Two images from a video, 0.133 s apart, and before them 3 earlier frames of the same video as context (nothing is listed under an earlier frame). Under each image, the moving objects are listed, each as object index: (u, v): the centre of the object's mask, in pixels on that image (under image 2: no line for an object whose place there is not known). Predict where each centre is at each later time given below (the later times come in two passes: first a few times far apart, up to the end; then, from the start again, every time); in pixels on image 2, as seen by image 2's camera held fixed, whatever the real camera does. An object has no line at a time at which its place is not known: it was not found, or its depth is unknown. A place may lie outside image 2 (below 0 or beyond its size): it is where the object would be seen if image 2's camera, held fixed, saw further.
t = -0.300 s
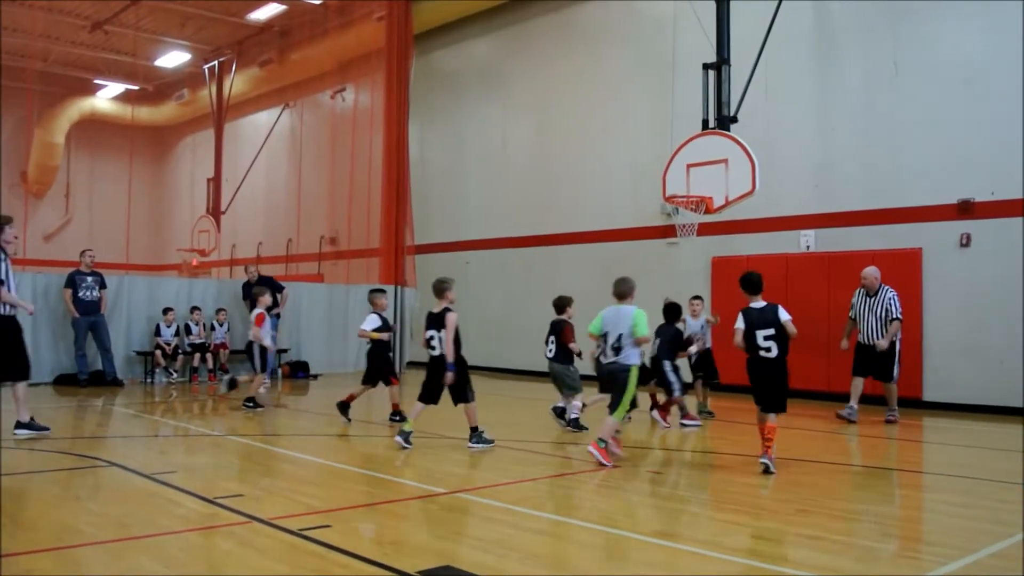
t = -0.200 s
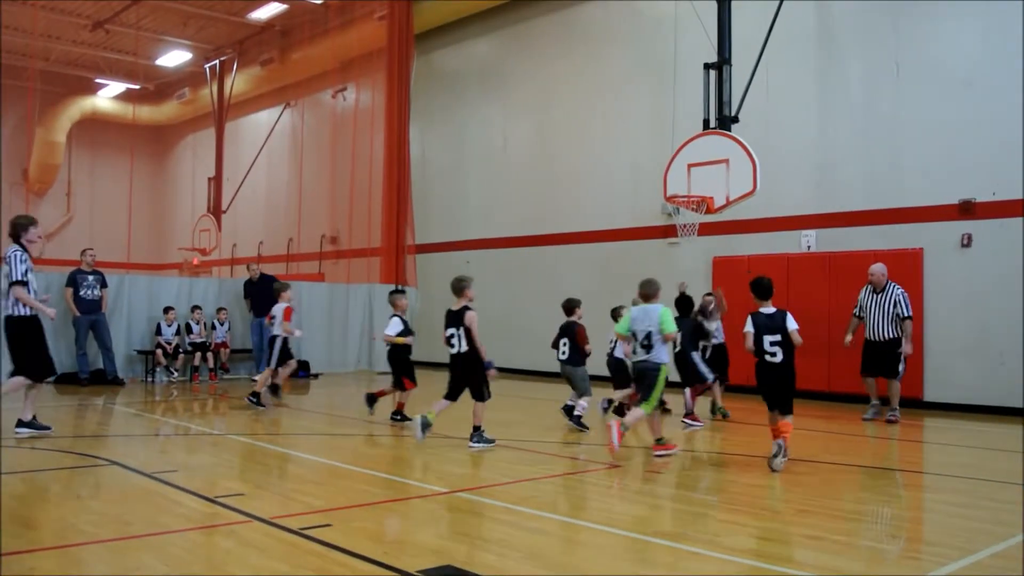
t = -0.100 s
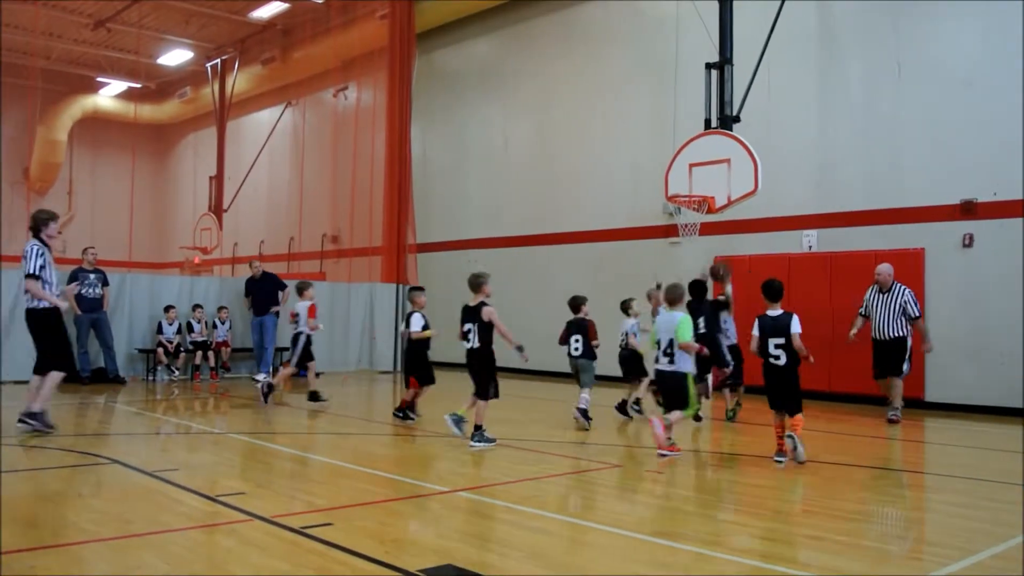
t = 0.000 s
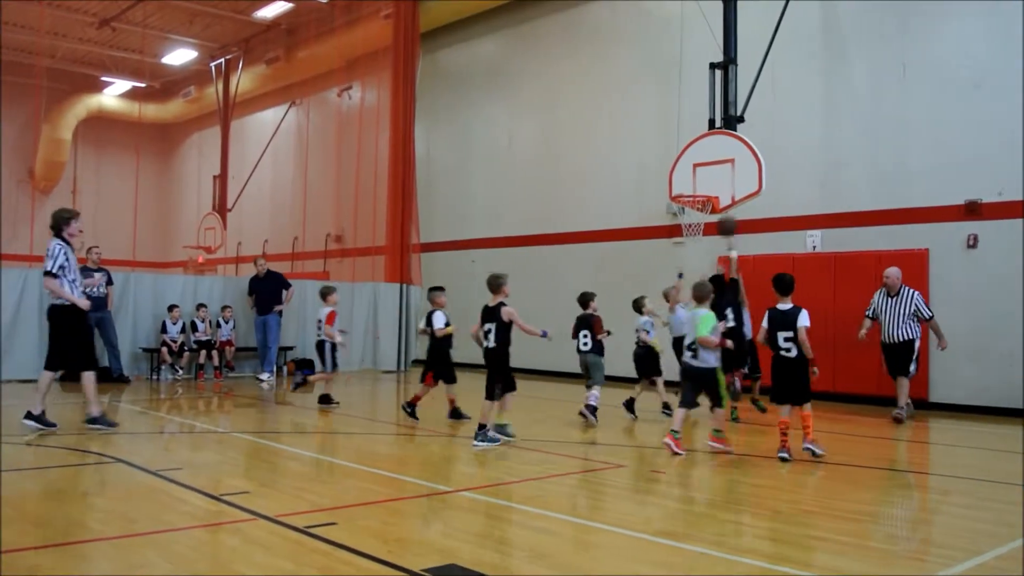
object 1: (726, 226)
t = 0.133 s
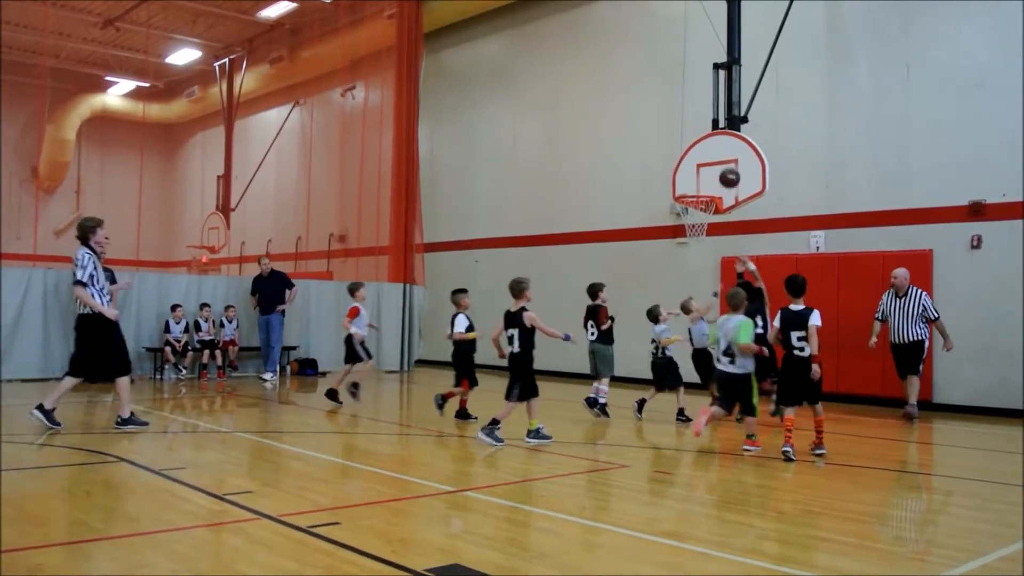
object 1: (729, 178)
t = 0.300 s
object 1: (728, 144)
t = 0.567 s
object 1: (726, 142)
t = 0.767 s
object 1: (703, 172)
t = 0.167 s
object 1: (729, 169)
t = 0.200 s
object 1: (729, 161)
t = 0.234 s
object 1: (728, 154)
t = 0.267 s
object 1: (728, 149)
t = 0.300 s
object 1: (728, 144)
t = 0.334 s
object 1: (728, 141)
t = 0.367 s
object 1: (727, 138)
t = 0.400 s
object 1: (727, 136)
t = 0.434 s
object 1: (727, 136)
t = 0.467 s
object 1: (726, 136)
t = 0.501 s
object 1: (726, 137)
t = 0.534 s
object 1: (726, 140)
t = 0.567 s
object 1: (726, 142)
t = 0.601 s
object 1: (723, 146)
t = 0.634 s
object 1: (719, 149)
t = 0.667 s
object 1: (715, 153)
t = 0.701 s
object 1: (711, 159)
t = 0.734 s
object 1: (707, 165)
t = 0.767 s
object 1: (703, 172)
